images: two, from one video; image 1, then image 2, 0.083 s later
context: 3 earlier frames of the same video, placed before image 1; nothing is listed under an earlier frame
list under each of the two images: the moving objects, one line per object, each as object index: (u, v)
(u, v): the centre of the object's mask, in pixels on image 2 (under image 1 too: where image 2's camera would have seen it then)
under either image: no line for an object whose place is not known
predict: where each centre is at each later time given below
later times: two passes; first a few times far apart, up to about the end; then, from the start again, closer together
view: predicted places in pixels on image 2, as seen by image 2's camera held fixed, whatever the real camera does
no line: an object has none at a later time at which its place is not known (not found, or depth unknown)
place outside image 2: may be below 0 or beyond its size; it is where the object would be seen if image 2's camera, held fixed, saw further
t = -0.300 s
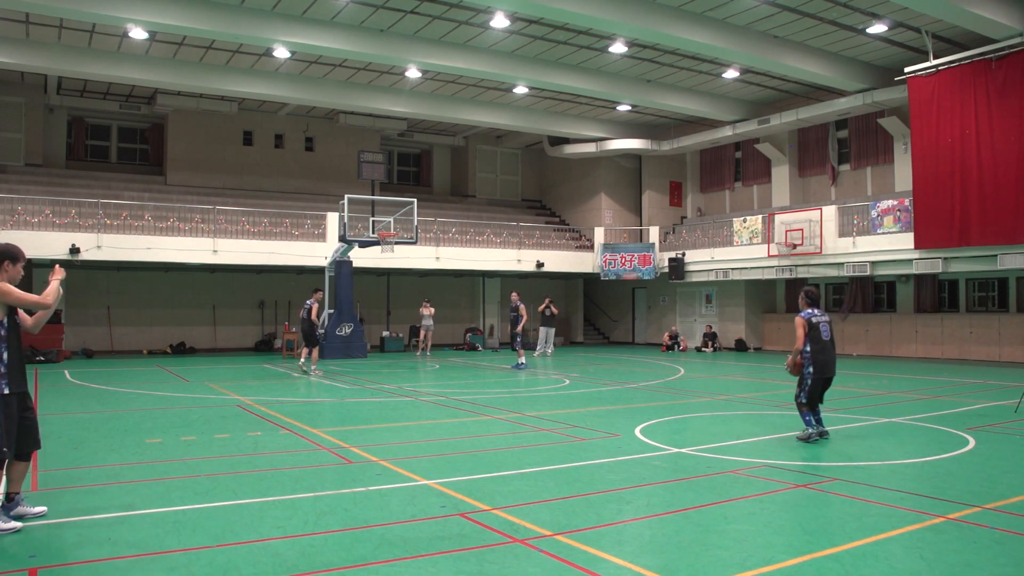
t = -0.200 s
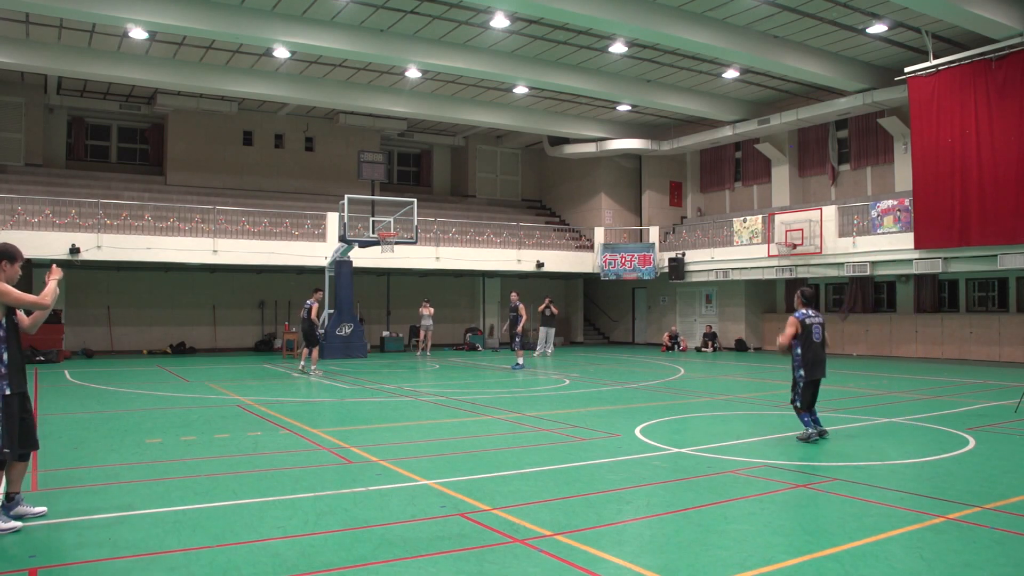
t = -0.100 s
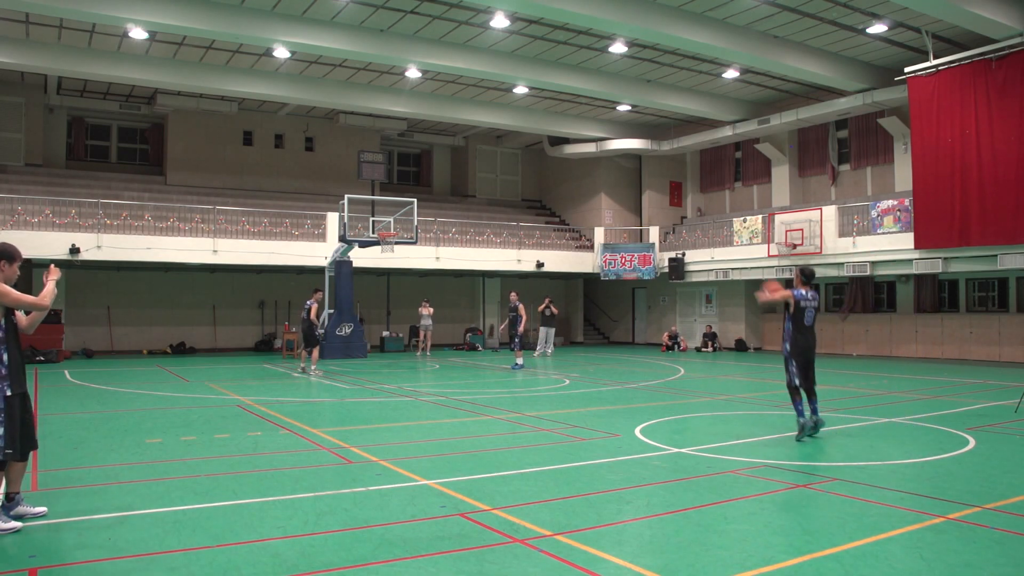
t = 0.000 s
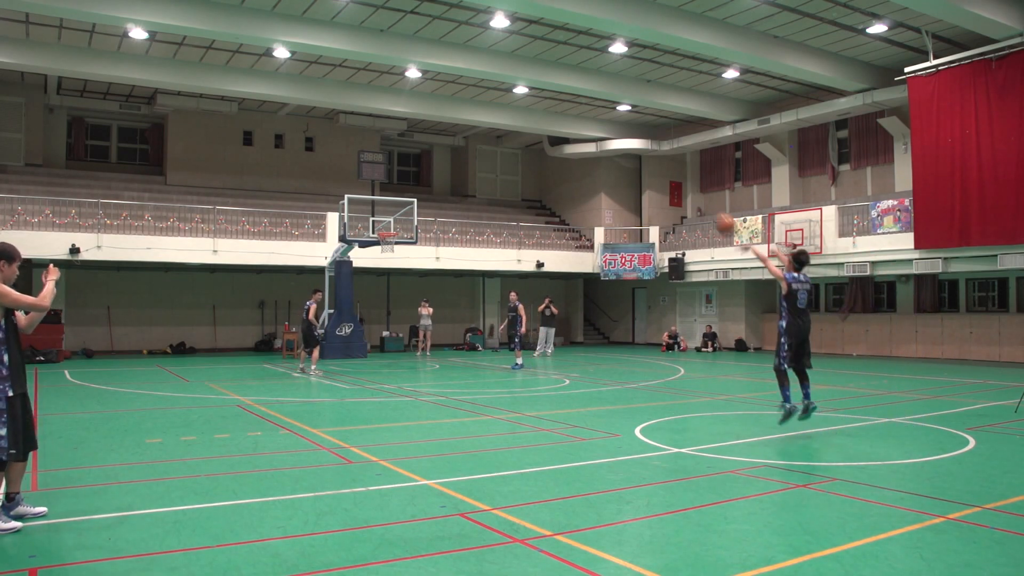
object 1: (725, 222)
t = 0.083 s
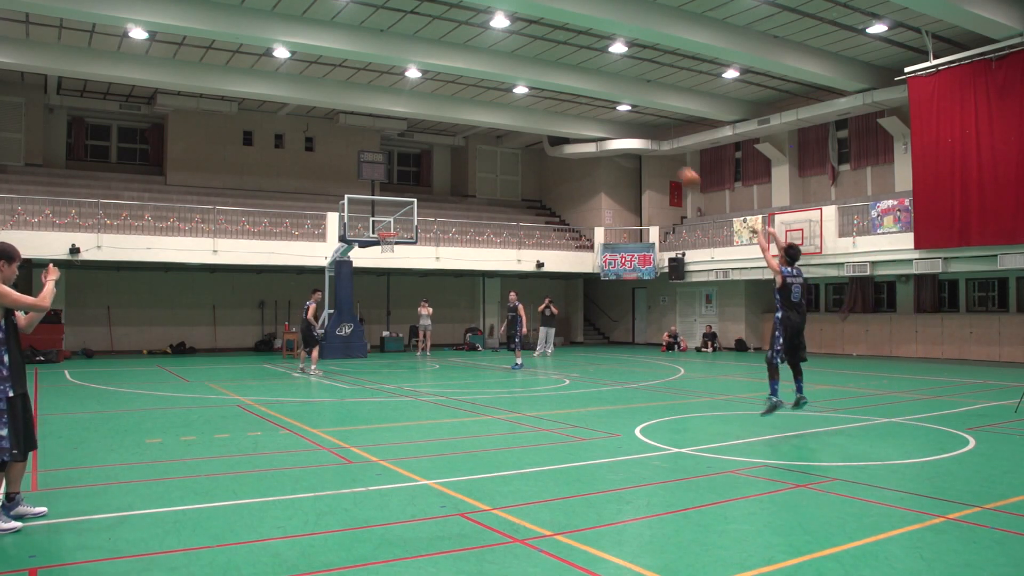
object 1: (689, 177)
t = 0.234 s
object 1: (632, 118)
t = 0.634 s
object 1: (519, 64)
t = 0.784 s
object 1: (488, 70)
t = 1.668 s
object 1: (397, 218)
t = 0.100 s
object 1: (681, 168)
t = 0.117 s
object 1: (675, 161)
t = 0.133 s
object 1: (668, 154)
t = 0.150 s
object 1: (662, 147)
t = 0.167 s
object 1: (655, 140)
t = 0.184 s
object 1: (649, 134)
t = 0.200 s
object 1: (643, 129)
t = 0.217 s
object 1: (638, 123)
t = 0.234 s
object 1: (632, 118)
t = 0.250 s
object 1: (626, 116)
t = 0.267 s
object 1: (619, 109)
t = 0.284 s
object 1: (613, 103)
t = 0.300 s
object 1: (610, 100)
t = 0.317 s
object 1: (605, 96)
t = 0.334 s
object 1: (598, 92)
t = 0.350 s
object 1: (594, 90)
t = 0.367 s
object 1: (588, 86)
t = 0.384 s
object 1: (583, 83)
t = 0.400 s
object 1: (579, 80)
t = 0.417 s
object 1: (574, 78)
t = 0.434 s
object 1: (569, 76)
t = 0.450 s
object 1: (564, 74)
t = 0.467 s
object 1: (560, 72)
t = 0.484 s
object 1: (556, 70)
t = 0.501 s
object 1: (551, 69)
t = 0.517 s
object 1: (547, 68)
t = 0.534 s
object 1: (543, 67)
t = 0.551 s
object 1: (539, 66)
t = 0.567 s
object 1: (535, 65)
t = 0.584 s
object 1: (531, 65)
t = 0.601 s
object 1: (527, 64)
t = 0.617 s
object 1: (523, 64)
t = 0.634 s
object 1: (519, 64)
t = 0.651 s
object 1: (515, 64)
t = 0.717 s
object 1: (501, 66)
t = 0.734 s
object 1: (498, 67)
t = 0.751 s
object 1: (494, 68)
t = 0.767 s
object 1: (491, 69)
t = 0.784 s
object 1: (488, 70)
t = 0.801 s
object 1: (484, 72)
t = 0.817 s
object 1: (481, 73)
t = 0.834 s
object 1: (478, 75)
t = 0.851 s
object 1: (475, 77)
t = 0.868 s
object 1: (472, 78)
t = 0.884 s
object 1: (469, 80)
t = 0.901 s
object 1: (466, 82)
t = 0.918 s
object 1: (463, 84)
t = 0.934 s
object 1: (460, 87)
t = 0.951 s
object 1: (457, 89)
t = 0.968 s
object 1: (454, 91)
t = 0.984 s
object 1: (451, 94)
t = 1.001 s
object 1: (449, 97)
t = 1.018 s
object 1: (446, 99)
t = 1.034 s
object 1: (443, 102)
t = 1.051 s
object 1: (441, 105)
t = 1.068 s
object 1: (438, 108)
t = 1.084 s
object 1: (435, 111)
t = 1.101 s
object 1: (433, 115)
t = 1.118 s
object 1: (431, 117)
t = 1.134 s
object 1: (428, 121)
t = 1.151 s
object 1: (425, 124)
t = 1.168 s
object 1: (423, 127)
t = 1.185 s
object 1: (421, 131)
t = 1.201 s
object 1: (418, 135)
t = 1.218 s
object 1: (416, 139)
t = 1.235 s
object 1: (414, 143)
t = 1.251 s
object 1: (411, 147)
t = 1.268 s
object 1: (409, 151)
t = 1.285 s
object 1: (407, 155)
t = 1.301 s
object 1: (405, 159)
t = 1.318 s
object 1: (403, 163)
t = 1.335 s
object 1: (400, 168)
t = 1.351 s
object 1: (398, 172)
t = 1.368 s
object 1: (396, 177)
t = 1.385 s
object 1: (394, 181)
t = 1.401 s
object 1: (392, 185)
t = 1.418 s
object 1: (390, 190)
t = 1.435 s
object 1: (388, 194)
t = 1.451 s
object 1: (386, 199)
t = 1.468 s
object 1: (384, 204)
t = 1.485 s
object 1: (382, 209)
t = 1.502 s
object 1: (382, 212)
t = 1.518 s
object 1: (384, 215)
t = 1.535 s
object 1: (385, 218)
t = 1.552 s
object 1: (387, 222)
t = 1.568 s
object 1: (388, 225)
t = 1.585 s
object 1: (389, 227)
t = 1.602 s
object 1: (391, 226)
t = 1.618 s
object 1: (392, 224)
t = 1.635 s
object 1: (394, 222)
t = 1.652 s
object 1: (396, 220)
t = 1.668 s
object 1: (397, 218)
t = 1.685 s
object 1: (398, 217)
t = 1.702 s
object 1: (400, 215)
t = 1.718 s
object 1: (401, 214)
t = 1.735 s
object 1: (403, 212)
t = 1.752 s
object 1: (404, 211)
